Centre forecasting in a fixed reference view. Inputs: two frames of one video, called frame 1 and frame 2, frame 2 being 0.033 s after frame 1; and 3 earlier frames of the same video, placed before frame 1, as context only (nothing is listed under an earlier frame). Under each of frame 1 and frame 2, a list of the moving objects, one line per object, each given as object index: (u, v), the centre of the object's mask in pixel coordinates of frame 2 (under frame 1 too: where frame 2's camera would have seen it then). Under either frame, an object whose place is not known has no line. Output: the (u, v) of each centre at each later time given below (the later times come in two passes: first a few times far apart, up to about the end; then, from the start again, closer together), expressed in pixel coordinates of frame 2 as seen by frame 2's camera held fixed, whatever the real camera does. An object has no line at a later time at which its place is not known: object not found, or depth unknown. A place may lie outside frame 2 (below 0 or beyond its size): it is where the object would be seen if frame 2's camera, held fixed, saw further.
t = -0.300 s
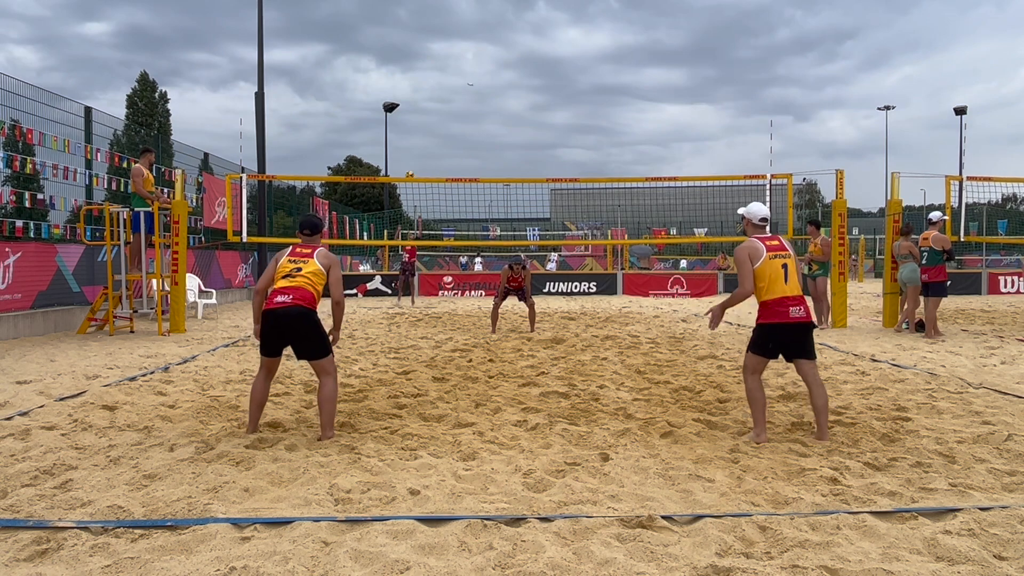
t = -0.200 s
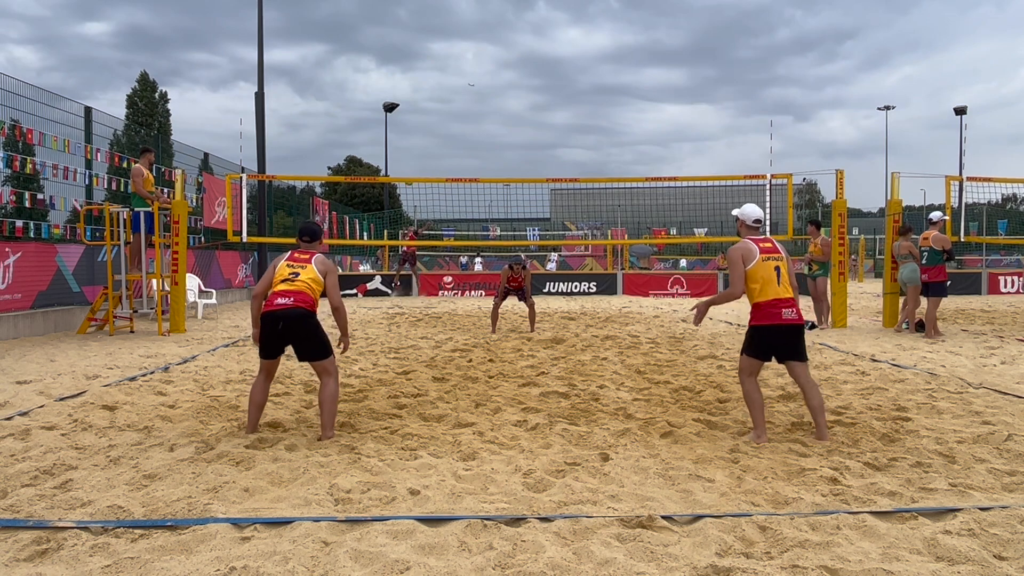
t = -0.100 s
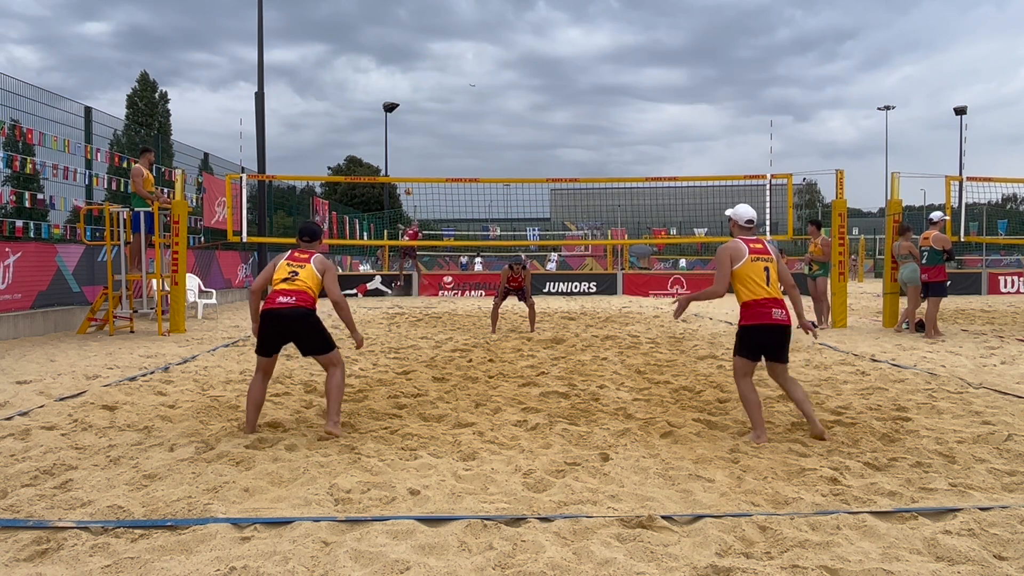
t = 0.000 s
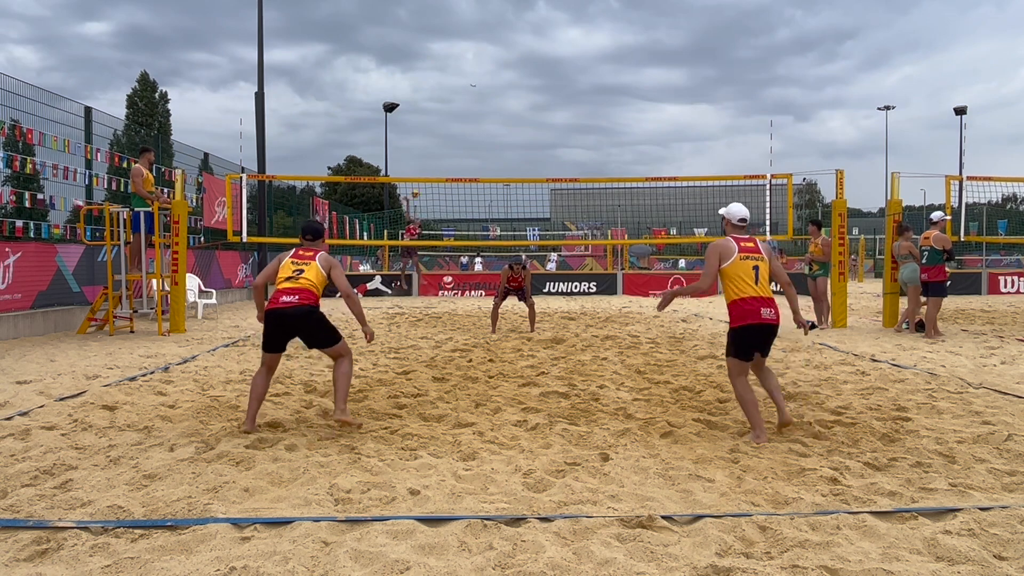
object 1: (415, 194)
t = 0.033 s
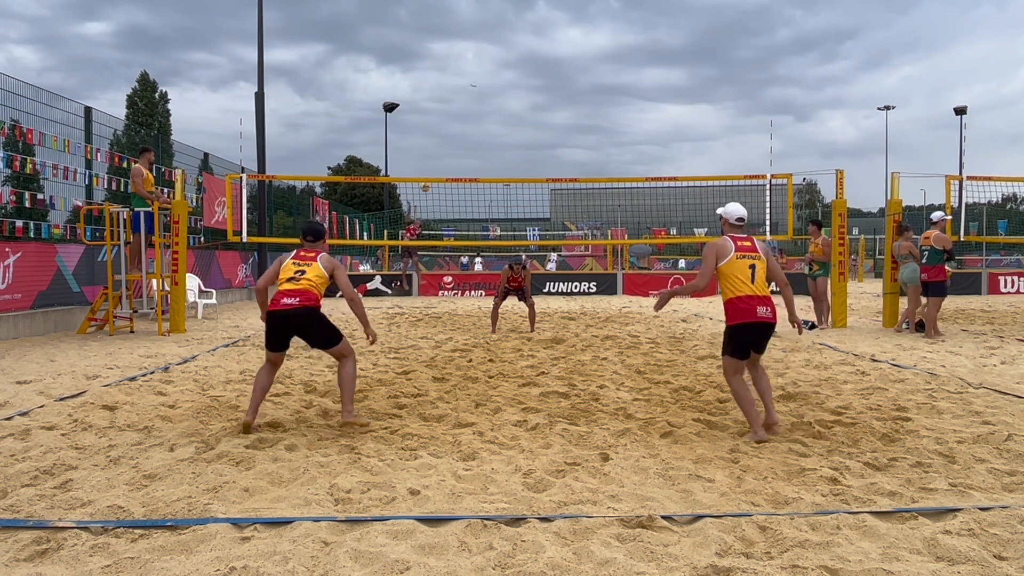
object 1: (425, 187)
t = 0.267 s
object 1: (511, 154)
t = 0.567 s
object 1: (702, 164)
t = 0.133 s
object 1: (457, 171)
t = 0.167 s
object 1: (470, 165)
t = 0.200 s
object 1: (482, 160)
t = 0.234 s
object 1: (496, 157)
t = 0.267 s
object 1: (511, 154)
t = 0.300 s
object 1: (527, 151)
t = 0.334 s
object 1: (544, 149)
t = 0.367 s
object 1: (562, 148)
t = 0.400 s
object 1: (582, 148)
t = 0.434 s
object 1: (603, 149)
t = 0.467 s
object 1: (625, 151)
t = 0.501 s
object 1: (649, 154)
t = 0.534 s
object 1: (674, 158)
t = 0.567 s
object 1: (702, 164)
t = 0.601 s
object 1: (731, 171)
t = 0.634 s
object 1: (763, 181)
